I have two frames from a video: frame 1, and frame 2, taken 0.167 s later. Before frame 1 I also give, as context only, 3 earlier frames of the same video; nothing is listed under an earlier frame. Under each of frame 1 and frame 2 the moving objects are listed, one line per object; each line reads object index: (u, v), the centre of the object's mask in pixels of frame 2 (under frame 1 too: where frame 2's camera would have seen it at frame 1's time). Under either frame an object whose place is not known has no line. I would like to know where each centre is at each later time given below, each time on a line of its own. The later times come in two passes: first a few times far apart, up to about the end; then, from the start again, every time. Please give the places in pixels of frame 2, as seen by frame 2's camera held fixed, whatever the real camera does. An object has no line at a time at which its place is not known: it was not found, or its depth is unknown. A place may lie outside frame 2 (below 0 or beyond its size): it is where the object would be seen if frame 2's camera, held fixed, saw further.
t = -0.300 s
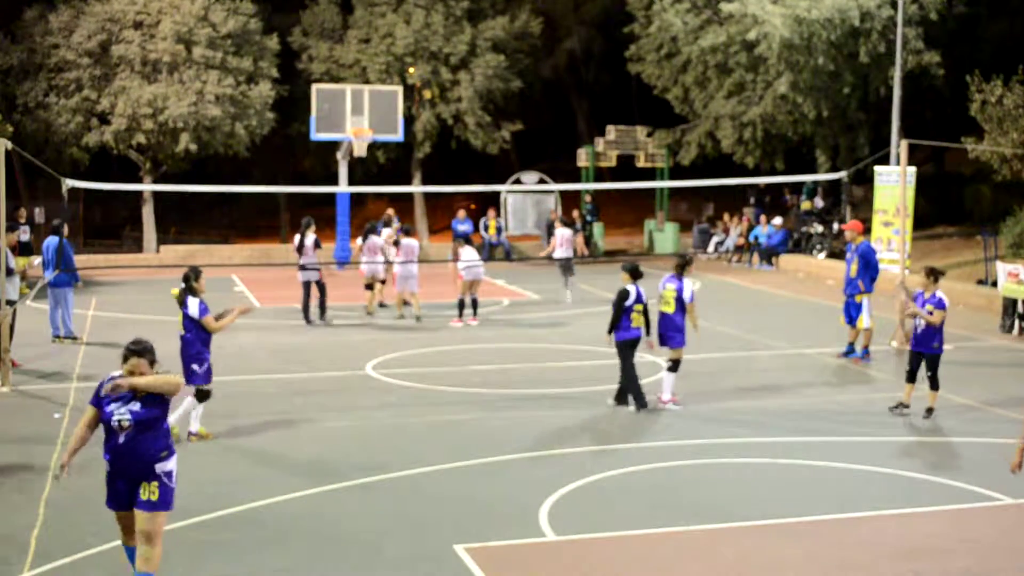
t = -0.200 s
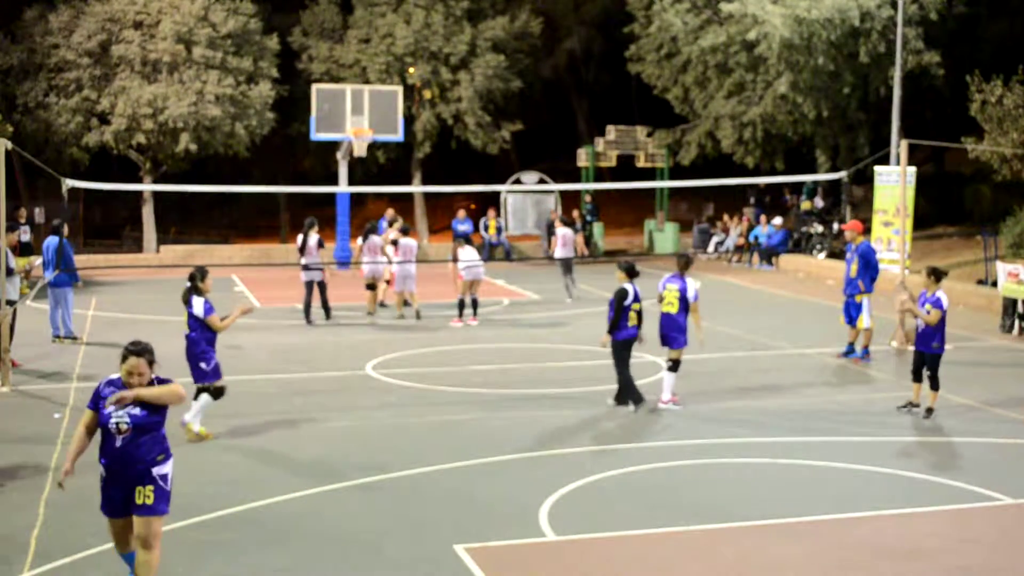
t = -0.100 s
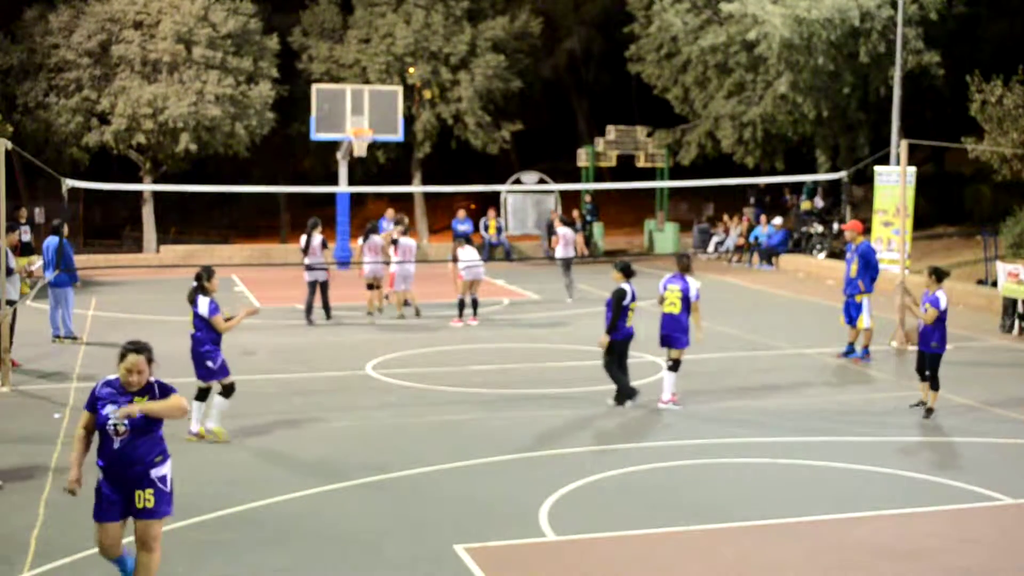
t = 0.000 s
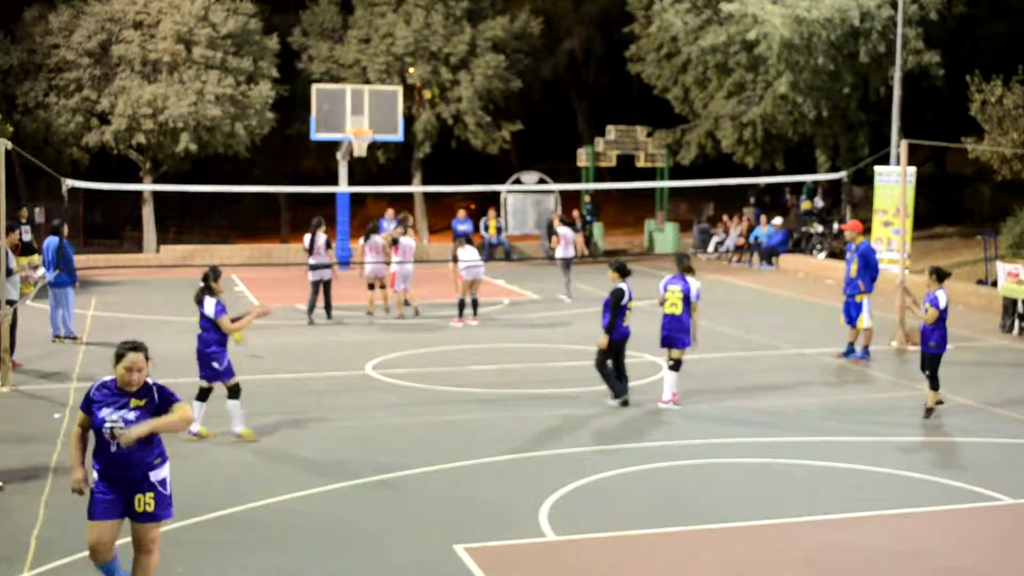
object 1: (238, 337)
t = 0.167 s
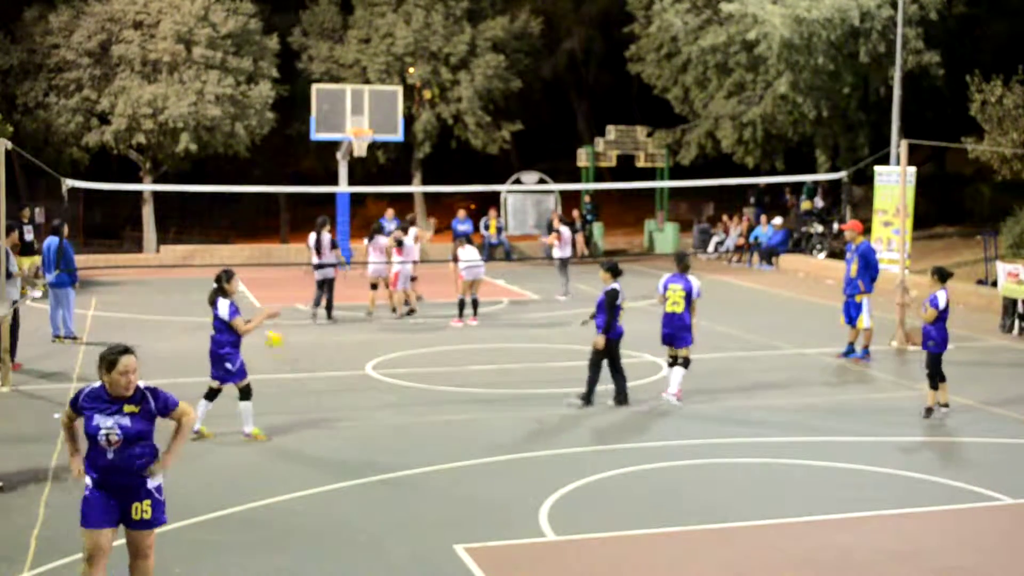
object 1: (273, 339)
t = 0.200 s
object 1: (280, 337)
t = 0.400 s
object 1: (327, 343)
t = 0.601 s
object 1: (380, 384)
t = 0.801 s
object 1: (432, 369)
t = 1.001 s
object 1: (492, 394)
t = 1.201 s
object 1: (557, 414)
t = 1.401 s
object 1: (627, 426)
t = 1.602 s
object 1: (709, 472)
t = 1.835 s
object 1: (817, 493)
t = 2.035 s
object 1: (922, 528)
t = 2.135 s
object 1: (985, 543)
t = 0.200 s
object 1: (280, 337)
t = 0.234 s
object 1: (289, 333)
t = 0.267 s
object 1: (296, 334)
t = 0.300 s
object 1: (304, 334)
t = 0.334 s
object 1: (311, 336)
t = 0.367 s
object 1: (320, 338)
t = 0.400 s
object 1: (327, 343)
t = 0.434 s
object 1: (334, 349)
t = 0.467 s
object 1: (344, 352)
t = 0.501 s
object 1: (354, 360)
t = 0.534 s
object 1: (358, 367)
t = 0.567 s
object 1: (369, 376)
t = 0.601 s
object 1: (380, 384)
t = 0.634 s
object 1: (388, 381)
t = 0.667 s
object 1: (396, 376)
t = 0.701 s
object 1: (406, 371)
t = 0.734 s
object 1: (415, 370)
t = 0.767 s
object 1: (422, 369)
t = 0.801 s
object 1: (432, 369)
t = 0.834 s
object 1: (442, 370)
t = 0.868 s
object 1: (452, 372)
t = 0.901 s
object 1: (459, 378)
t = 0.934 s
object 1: (470, 379)
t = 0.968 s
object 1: (482, 386)
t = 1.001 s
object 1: (492, 394)
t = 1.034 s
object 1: (502, 402)
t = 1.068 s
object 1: (513, 411)
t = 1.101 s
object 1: (523, 422)
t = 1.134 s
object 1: (533, 421)
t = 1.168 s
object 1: (546, 416)
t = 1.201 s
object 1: (557, 414)
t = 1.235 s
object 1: (568, 413)
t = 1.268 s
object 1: (577, 413)
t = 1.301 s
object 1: (592, 413)
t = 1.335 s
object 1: (603, 416)
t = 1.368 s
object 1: (616, 421)
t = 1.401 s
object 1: (627, 426)
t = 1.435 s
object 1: (640, 431)
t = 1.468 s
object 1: (653, 440)
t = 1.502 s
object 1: (666, 451)
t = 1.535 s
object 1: (679, 461)
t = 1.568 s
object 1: (695, 474)
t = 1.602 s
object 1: (709, 472)
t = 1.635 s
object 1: (724, 472)
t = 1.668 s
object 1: (736, 472)
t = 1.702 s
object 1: (754, 472)
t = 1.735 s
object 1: (769, 475)
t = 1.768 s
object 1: (784, 479)
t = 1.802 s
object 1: (800, 484)
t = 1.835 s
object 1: (817, 493)
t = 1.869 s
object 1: (834, 502)
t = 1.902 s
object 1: (851, 515)
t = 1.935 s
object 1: (867, 527)
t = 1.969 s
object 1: (888, 525)
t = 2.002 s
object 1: (905, 526)
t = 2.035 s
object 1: (922, 528)
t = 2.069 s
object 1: (943, 531)
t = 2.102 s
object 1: (965, 536)
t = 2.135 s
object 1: (985, 543)
